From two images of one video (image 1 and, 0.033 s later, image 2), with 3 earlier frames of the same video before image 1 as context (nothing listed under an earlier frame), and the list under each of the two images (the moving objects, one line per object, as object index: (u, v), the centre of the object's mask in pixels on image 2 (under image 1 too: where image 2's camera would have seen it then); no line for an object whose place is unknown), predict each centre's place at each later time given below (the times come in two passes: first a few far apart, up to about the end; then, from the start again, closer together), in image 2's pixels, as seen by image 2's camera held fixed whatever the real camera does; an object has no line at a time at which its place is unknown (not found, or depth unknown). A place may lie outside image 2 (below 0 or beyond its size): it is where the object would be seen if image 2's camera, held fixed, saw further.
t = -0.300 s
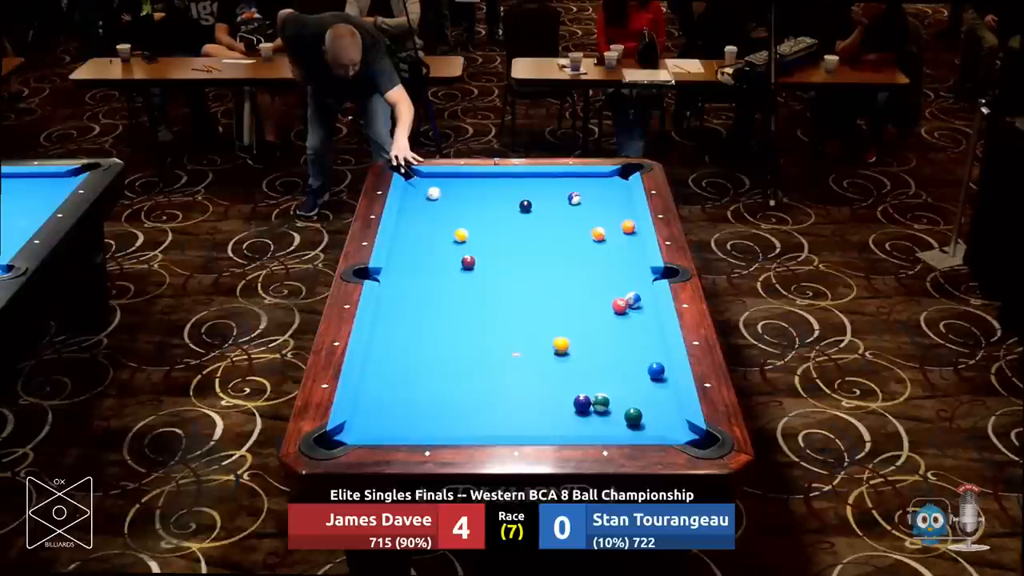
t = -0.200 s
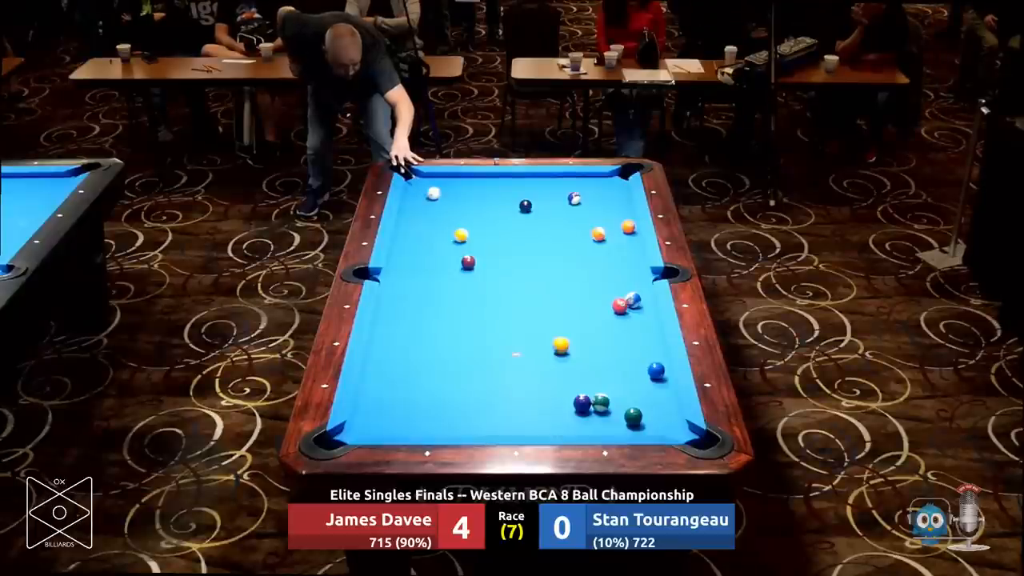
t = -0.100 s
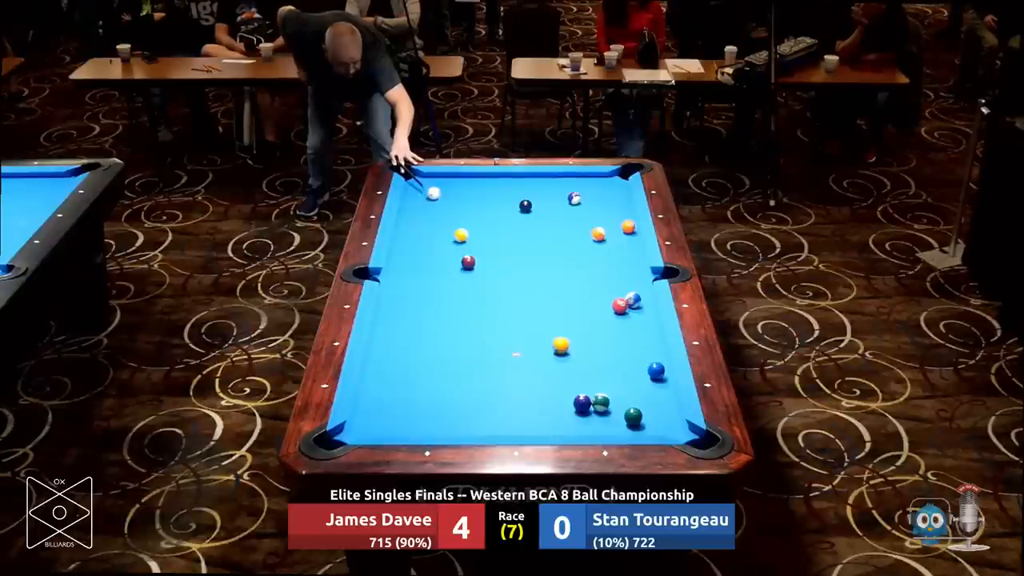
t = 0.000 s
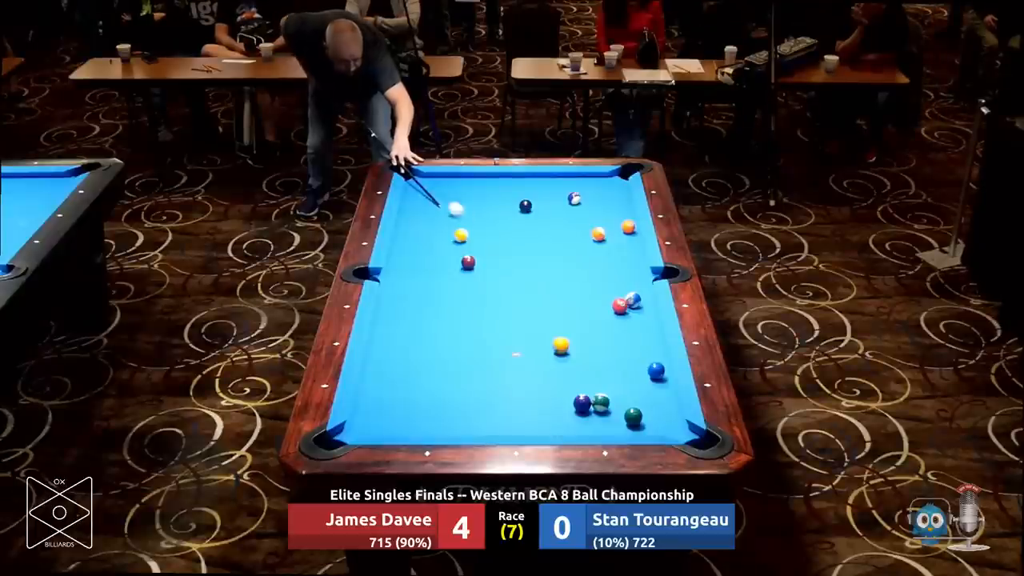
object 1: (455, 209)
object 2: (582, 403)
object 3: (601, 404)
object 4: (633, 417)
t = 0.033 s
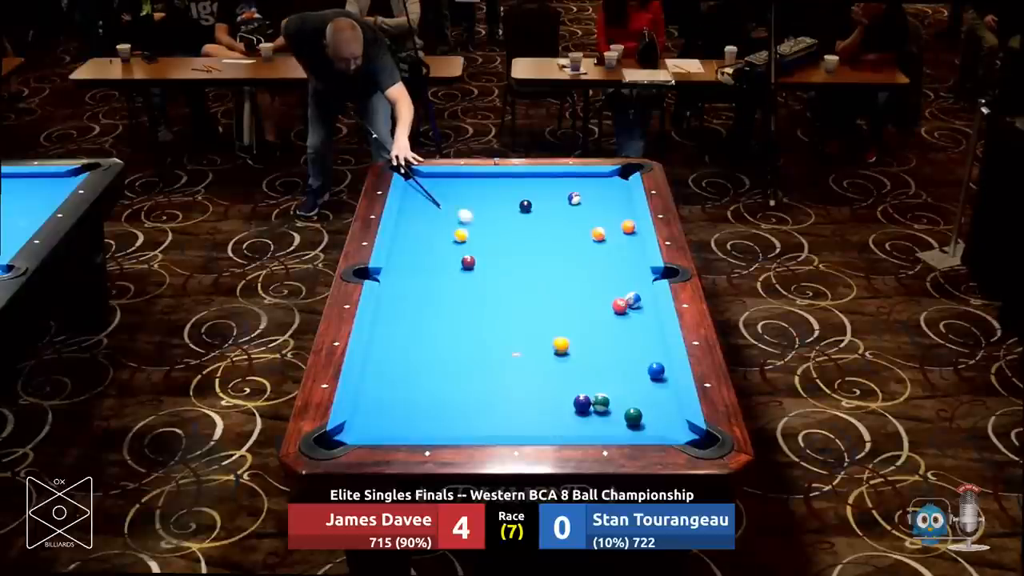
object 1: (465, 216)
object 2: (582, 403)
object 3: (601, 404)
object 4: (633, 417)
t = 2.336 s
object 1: (598, 427)
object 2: (500, 407)
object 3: (590, 412)
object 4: (666, 430)
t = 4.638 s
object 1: (578, 421)
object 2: (418, 410)
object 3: (590, 411)
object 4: (676, 431)
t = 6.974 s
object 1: (578, 421)
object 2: (418, 410)
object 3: (591, 411)
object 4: (676, 431)
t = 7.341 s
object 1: (578, 421)
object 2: (418, 410)
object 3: (591, 411)
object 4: (676, 431)
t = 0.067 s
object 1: (474, 222)
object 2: (582, 403)
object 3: (601, 404)
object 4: (633, 417)
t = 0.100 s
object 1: (482, 229)
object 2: (582, 403)
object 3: (601, 404)
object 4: (633, 417)
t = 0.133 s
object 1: (491, 236)
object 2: (582, 403)
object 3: (601, 404)
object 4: (633, 417)
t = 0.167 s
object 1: (500, 242)
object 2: (582, 403)
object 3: (601, 404)
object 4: (633, 417)
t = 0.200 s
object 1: (508, 249)
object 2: (582, 403)
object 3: (601, 404)
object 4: (633, 417)
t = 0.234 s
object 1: (516, 255)
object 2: (582, 403)
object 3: (601, 404)
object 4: (633, 417)
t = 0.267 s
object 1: (525, 261)
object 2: (582, 403)
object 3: (601, 404)
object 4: (633, 417)
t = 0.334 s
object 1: (540, 273)
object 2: (582, 403)
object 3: (601, 404)
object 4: (633, 417)
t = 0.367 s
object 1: (548, 279)
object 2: (582, 403)
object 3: (601, 404)
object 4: (633, 417)
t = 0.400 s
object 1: (555, 285)
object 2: (582, 403)
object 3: (601, 404)
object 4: (633, 417)
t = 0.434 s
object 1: (563, 291)
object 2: (582, 403)
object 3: (601, 404)
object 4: (633, 417)
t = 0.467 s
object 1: (570, 296)
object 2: (582, 403)
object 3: (601, 404)
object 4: (633, 417)
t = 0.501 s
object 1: (578, 303)
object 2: (582, 403)
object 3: (601, 404)
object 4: (633, 417)
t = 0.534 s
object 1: (586, 309)
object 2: (582, 403)
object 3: (601, 404)
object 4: (633, 417)
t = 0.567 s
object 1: (594, 315)
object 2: (582, 403)
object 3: (601, 404)
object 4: (633, 417)
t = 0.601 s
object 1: (602, 321)
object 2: (582, 403)
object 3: (601, 404)
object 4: (633, 417)
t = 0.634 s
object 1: (611, 329)
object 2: (582, 403)
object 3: (601, 404)
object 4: (633, 417)
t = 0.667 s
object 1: (619, 335)
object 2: (582, 403)
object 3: (601, 404)
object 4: (633, 417)
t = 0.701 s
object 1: (628, 342)
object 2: (582, 403)
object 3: (601, 404)
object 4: (633, 417)
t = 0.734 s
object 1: (637, 349)
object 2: (582, 403)
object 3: (601, 404)
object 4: (633, 417)
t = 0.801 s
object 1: (655, 359)
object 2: (582, 403)
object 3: (601, 404)
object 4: (633, 417)
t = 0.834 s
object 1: (661, 359)
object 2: (582, 403)
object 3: (601, 404)
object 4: (633, 417)
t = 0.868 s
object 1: (660, 362)
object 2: (582, 403)
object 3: (601, 404)
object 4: (633, 417)
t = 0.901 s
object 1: (656, 364)
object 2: (582, 403)
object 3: (601, 404)
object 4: (633, 417)
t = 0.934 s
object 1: (653, 368)
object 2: (582, 403)
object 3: (601, 404)
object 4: (633, 417)
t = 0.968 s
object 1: (649, 369)
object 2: (582, 403)
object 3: (601, 404)
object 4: (633, 417)
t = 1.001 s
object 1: (646, 373)
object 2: (582, 403)
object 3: (601, 404)
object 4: (633, 417)
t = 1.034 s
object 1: (643, 375)
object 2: (582, 403)
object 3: (601, 404)
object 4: (633, 417)
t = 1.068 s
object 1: (640, 378)
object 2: (582, 403)
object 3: (601, 404)
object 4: (633, 417)
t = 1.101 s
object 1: (637, 381)
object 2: (582, 403)
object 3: (601, 404)
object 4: (633, 417)
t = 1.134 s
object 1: (635, 384)
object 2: (582, 403)
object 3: (601, 404)
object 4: (633, 417)
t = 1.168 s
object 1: (632, 386)
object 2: (582, 403)
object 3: (601, 404)
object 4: (633, 417)
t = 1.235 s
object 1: (626, 392)
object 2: (582, 403)
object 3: (601, 404)
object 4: (633, 417)
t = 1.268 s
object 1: (623, 395)
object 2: (582, 403)
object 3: (601, 404)
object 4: (633, 417)
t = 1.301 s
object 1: (620, 397)
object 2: (582, 403)
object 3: (601, 404)
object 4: (633, 417)
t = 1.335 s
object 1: (619, 400)
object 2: (580, 403)
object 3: (600, 404)
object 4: (633, 417)
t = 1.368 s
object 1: (619, 402)
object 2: (577, 404)
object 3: (600, 404)
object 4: (633, 417)
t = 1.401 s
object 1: (619, 404)
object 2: (574, 404)
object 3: (600, 405)
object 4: (633, 417)
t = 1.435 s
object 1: (620, 406)
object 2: (571, 404)
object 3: (600, 406)
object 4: (634, 417)
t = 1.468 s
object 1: (619, 409)
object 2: (568, 404)
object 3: (599, 406)
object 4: (634, 417)
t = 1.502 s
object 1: (618, 410)
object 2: (565, 404)
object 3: (599, 407)
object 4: (636, 418)
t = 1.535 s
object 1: (617, 411)
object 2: (562, 404)
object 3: (598, 408)
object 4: (637, 419)
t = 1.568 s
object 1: (616, 412)
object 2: (559, 404)
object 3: (597, 409)
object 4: (639, 420)
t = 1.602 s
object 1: (615, 414)
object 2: (556, 404)
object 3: (597, 410)
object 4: (640, 421)
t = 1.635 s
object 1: (615, 415)
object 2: (554, 404)
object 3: (596, 411)
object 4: (641, 421)
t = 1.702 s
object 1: (613, 417)
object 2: (548, 405)
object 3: (595, 412)
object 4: (644, 422)
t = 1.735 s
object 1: (613, 418)
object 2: (545, 405)
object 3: (596, 413)
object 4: (645, 423)
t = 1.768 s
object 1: (612, 419)
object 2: (543, 405)
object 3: (596, 413)
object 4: (647, 424)
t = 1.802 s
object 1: (611, 420)
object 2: (540, 405)
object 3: (596, 413)
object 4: (648, 423)
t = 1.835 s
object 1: (611, 422)
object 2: (537, 405)
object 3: (596, 414)
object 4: (649, 424)
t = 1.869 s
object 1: (610, 423)
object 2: (535, 405)
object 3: (594, 409)
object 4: (650, 425)
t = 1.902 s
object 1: (610, 424)
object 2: (532, 406)
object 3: (594, 410)
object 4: (652, 426)
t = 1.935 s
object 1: (609, 425)
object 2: (529, 406)
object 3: (594, 410)
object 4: (653, 426)
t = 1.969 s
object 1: (608, 425)
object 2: (527, 406)
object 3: (593, 410)
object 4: (654, 426)
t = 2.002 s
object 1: (608, 426)
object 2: (524, 406)
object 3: (593, 410)
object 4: (655, 427)
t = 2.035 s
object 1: (607, 427)
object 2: (522, 406)
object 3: (593, 411)
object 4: (656, 427)
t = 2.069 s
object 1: (606, 427)
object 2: (519, 406)
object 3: (592, 411)
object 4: (657, 428)
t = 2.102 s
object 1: (606, 428)
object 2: (517, 406)
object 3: (592, 411)
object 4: (659, 428)
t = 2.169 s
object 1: (604, 428)
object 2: (512, 406)
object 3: (592, 411)
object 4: (661, 428)
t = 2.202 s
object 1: (603, 428)
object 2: (510, 406)
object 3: (591, 412)
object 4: (662, 429)
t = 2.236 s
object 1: (601, 427)
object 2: (507, 406)
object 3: (591, 412)
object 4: (663, 429)
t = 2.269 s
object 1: (601, 427)
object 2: (505, 407)
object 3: (591, 412)
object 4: (664, 430)
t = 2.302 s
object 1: (600, 427)
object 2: (502, 407)
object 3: (591, 412)
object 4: (665, 430)
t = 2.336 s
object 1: (598, 427)
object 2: (500, 407)
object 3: (590, 412)
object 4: (666, 430)
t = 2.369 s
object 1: (597, 426)
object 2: (498, 407)
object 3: (590, 412)
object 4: (667, 430)
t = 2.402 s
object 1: (597, 426)
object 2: (496, 407)
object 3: (590, 412)
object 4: (668, 430)
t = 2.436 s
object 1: (596, 426)
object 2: (494, 407)
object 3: (589, 412)
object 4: (668, 430)
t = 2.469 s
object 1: (595, 426)
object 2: (492, 407)
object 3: (589, 411)
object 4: (669, 430)
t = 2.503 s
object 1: (594, 425)
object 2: (490, 407)
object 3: (589, 411)
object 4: (670, 430)
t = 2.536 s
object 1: (593, 425)
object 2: (488, 407)
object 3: (589, 411)
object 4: (671, 431)
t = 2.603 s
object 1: (591, 425)
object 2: (483, 407)
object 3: (590, 410)
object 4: (672, 431)
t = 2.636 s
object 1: (590, 425)
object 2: (482, 407)
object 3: (590, 410)
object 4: (672, 431)
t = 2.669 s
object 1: (589, 424)
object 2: (480, 407)
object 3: (590, 410)
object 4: (673, 431)
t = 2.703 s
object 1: (589, 424)
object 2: (478, 407)
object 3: (590, 410)
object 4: (673, 431)
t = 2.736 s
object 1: (588, 424)
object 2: (476, 407)
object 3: (590, 410)
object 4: (674, 431)
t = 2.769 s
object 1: (587, 424)
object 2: (474, 407)
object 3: (590, 410)
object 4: (674, 431)
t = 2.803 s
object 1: (586, 424)
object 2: (472, 408)
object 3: (590, 410)
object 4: (674, 431)
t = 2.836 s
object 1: (586, 423)
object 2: (470, 408)
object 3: (591, 410)
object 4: (675, 431)
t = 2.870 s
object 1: (585, 423)
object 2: (469, 408)
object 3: (591, 409)
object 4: (675, 431)
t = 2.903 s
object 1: (585, 423)
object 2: (467, 408)
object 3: (591, 411)
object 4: (676, 431)
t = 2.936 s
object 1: (584, 423)
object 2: (465, 408)
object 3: (591, 410)
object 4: (676, 431)
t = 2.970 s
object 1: (584, 423)
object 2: (463, 408)
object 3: (591, 409)
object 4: (676, 431)
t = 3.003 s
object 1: (583, 423)
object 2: (462, 408)
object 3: (591, 410)
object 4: (676, 431)
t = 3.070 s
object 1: (582, 423)
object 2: (458, 408)
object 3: (591, 411)
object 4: (677, 431)
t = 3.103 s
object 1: (581, 422)
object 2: (457, 408)
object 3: (591, 410)
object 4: (677, 431)
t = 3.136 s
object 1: (581, 422)
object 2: (455, 408)
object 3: (591, 411)
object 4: (677, 431)
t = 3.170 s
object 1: (580, 422)
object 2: (454, 409)
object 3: (591, 411)
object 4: (677, 431)
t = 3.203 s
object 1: (580, 422)
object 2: (452, 409)
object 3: (591, 411)
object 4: (677, 431)
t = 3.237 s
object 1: (580, 422)
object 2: (451, 409)
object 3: (591, 411)
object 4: (677, 431)
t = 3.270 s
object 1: (579, 422)
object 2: (449, 409)
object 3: (591, 411)
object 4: (677, 431)
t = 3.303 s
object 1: (579, 422)
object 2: (448, 409)
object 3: (591, 411)
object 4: (677, 431)
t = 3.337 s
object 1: (579, 422)
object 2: (446, 409)
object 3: (591, 411)
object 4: (677, 431)
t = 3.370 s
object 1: (579, 422)
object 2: (445, 409)
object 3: (591, 411)
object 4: (677, 431)
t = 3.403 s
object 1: (578, 421)
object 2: (444, 409)
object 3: (590, 410)
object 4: (677, 431)
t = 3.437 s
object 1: (578, 421)
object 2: (442, 409)
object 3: (590, 410)
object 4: (677, 431)
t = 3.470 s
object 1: (578, 421)
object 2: (441, 409)
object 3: (590, 410)
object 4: (677, 431)
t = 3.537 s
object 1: (578, 421)
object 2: (439, 409)
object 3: (590, 411)
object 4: (677, 431)
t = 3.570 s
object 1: (578, 421)
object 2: (438, 409)
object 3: (590, 411)
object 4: (677, 431)
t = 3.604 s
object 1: (578, 421)
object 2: (437, 409)
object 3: (590, 410)
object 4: (677, 431)
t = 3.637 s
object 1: (578, 421)
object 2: (436, 409)
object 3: (590, 410)
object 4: (677, 431)
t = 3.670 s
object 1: (578, 421)
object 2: (435, 409)
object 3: (590, 411)
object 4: (677, 431)
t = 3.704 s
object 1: (578, 421)
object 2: (434, 409)
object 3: (590, 411)
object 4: (677, 431)
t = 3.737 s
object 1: (578, 421)
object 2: (433, 409)
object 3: (590, 411)
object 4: (677, 431)
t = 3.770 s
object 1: (578, 421)
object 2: (432, 409)
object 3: (590, 411)
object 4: (677, 431)
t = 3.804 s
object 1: (578, 421)
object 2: (431, 409)
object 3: (590, 410)
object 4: (676, 431)
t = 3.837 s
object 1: (578, 421)
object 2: (430, 409)
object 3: (590, 411)
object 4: (676, 431)
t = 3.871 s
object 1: (578, 421)
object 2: (429, 409)
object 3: (590, 411)
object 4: (676, 431)
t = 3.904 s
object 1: (578, 421)
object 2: (428, 409)
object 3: (590, 411)
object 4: (676, 431)
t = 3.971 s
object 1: (578, 421)
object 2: (427, 409)
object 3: (590, 411)
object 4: (676, 431)
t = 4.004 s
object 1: (578, 421)
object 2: (426, 409)
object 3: (590, 411)
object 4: (676, 431)
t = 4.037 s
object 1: (578, 421)
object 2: (425, 409)
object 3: (590, 411)
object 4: (676, 431)
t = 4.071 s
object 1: (578, 421)
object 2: (424, 409)
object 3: (590, 411)
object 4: (676, 431)
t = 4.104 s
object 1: (578, 421)
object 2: (424, 409)
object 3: (590, 411)
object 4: (676, 431)
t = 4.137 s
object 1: (578, 421)
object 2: (423, 409)
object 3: (590, 411)
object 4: (676, 431)
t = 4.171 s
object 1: (578, 421)
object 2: (423, 409)
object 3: (590, 411)
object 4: (676, 431)
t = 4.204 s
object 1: (578, 421)
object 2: (422, 410)
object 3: (590, 411)
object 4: (676, 431)
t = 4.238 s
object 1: (578, 421)
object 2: (422, 409)
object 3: (590, 411)
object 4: (676, 431)
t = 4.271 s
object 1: (578, 421)
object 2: (421, 409)
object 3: (590, 411)
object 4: (676, 431)
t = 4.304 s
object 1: (578, 421)
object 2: (421, 409)
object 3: (590, 411)
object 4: (676, 431)
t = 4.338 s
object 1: (578, 421)
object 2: (420, 409)
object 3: (590, 411)
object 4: (676, 431)
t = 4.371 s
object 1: (578, 421)
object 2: (420, 409)
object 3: (590, 411)
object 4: (676, 431)
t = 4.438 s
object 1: (578, 421)
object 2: (419, 409)
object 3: (590, 411)
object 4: (676, 431)
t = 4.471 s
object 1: (578, 421)
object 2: (419, 409)
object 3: (590, 411)
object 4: (676, 431)
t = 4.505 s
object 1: (578, 421)
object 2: (418, 409)
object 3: (590, 411)
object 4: (676, 431)
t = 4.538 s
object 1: (578, 421)
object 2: (418, 409)
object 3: (590, 411)
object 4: (676, 431)
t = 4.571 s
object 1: (578, 421)
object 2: (418, 409)
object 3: (590, 411)
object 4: (676, 431)
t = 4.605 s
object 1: (578, 421)
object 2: (418, 409)
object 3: (590, 411)
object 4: (676, 431)
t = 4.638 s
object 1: (578, 421)
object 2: (418, 410)
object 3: (590, 411)
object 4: (676, 431)
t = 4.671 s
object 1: (578, 421)
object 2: (417, 410)
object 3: (590, 411)
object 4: (676, 431)
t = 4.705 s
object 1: (578, 421)
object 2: (417, 410)
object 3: (590, 411)
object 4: (676, 431)
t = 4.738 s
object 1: (578, 421)
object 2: (417, 410)
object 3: (591, 411)
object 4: (676, 431)
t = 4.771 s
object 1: (578, 421)
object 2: (417, 410)
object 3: (591, 411)
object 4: (676, 431)
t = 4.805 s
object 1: (578, 421)
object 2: (417, 409)
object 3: (590, 411)
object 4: (676, 431)
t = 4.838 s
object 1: (578, 421)
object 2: (417, 410)
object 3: (591, 411)
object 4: (676, 431)
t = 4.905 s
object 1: (578, 421)
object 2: (417, 410)
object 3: (591, 411)
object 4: (676, 431)
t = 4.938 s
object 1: (578, 421)
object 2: (417, 410)
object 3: (591, 411)
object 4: (676, 431)
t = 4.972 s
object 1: (578, 421)
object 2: (418, 410)
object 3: (591, 411)
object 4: (676, 431)
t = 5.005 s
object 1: (578, 421)
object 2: (418, 410)
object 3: (591, 411)
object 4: (676, 431)
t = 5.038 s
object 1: (578, 421)
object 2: (418, 410)
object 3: (591, 411)
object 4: (676, 431)
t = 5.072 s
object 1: (578, 421)
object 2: (418, 410)
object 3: (591, 411)
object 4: (676, 431)
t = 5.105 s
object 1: (578, 421)
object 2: (418, 410)
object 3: (591, 411)
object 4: (676, 431)
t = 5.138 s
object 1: (578, 421)
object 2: (418, 410)
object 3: (590, 411)
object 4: (676, 431)
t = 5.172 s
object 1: (578, 421)
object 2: (418, 410)
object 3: (591, 411)
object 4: (676, 431)
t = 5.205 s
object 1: (578, 421)
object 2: (418, 410)
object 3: (591, 411)
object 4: (676, 431)
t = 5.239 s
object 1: (578, 421)
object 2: (418, 410)
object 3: (591, 411)
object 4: (676, 431)
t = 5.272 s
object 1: (578, 421)
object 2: (418, 410)
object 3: (591, 411)
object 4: (676, 431)
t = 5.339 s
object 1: (578, 421)
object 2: (418, 410)
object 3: (591, 411)
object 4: (676, 431)
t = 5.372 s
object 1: (578, 421)
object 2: (418, 410)
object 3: (591, 411)
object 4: (676, 431)
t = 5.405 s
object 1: (578, 421)
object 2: (418, 410)
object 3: (591, 411)
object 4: (676, 431)
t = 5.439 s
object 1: (578, 421)
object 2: (418, 410)
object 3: (591, 411)
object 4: (676, 431)
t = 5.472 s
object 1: (578, 421)
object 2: (418, 410)
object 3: (591, 411)
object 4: (676, 431)
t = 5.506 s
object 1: (578, 421)
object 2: (418, 410)
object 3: (591, 411)
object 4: (676, 431)
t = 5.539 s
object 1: (578, 421)
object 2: (418, 410)
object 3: (591, 411)
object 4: (676, 431)
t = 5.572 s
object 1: (578, 421)
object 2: (418, 410)
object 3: (591, 411)
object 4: (676, 431)
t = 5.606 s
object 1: (578, 421)
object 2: (418, 410)
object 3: (591, 411)
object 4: (676, 431)
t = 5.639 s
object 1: (578, 421)
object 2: (418, 410)
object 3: (591, 411)
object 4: (676, 431)
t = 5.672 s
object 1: (578, 421)
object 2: (418, 410)
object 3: (591, 411)
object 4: (676, 431)
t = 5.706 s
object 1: (578, 421)
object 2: (418, 410)
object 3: (591, 411)
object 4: (676, 431)
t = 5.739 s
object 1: (578, 421)
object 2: (418, 410)
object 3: (591, 411)
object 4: (676, 431)
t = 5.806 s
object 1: (578, 421)
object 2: (418, 410)
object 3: (591, 411)
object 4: (676, 431)
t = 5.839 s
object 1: (578, 421)
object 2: (418, 410)
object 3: (591, 411)
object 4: (676, 431)
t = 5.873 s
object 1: (578, 421)
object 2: (418, 410)
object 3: (591, 411)
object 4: (676, 431)
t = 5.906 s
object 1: (578, 421)
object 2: (418, 410)
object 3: (591, 411)
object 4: (676, 431)
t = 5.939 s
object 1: (578, 421)
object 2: (418, 410)
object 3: (591, 411)
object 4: (676, 431)
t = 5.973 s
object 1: (578, 421)
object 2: (418, 410)
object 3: (591, 411)
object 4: (676, 431)
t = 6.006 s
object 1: (578, 421)
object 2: (418, 410)
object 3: (591, 411)
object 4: (676, 431)
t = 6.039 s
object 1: (578, 421)
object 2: (418, 410)
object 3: (591, 411)
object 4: (676, 431)
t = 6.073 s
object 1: (578, 421)
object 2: (418, 410)
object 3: (591, 411)
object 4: (676, 431)
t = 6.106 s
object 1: (578, 421)
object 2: (418, 410)
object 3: (591, 411)
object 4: (676, 431)
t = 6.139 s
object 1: (578, 421)
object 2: (418, 410)
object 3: (591, 411)
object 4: (676, 431)
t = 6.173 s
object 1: (578, 421)
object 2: (418, 410)
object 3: (591, 411)
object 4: (676, 431)
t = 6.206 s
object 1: (578, 421)
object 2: (418, 410)
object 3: (591, 411)
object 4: (676, 431)
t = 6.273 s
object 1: (578, 421)
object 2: (418, 410)
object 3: (591, 411)
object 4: (676, 431)
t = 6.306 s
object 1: (578, 421)
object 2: (418, 410)
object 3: (591, 411)
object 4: (676, 431)
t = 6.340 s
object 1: (578, 421)
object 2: (418, 410)
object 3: (591, 411)
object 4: (676, 431)
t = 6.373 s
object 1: (578, 421)
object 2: (418, 410)
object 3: (591, 411)
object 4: (676, 431)
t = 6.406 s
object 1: (578, 421)
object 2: (418, 410)
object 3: (591, 411)
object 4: (676, 431)
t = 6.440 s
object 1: (578, 421)
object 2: (418, 410)
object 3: (591, 411)
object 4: (676, 431)
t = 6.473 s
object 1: (578, 421)
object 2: (418, 410)
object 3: (591, 411)
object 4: (676, 431)
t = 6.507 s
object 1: (578, 421)
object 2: (418, 410)
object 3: (591, 411)
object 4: (676, 431)
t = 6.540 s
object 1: (578, 421)
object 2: (418, 410)
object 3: (591, 411)
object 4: (676, 431)
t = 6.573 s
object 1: (578, 421)
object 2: (418, 410)
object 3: (591, 411)
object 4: (676, 431)
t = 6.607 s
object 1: (578, 421)
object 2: (418, 410)
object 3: (591, 411)
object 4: (676, 431)
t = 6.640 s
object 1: (578, 421)
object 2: (418, 410)
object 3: (591, 411)
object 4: (676, 431)
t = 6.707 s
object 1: (578, 421)
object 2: (418, 410)
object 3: (591, 411)
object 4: (676, 431)
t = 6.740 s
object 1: (578, 421)
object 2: (418, 410)
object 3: (591, 411)
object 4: (676, 431)
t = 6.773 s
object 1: (578, 421)
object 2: (418, 410)
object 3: (591, 411)
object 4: (676, 431)
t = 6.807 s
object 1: (578, 421)
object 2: (418, 410)
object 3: (591, 411)
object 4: (676, 431)
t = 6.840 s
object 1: (578, 421)
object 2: (418, 410)
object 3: (591, 411)
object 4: (676, 431)
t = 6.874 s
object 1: (578, 421)
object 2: (418, 410)
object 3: (591, 411)
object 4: (676, 431)
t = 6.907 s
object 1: (578, 421)
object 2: (418, 410)
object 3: (591, 411)
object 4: (676, 431)
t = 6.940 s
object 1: (578, 421)
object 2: (418, 410)
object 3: (591, 411)
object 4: (676, 431)
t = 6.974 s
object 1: (578, 421)
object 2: (418, 410)
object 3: (591, 411)
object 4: (676, 431)
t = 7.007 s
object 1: (578, 421)
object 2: (418, 410)
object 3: (591, 411)
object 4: (676, 431)
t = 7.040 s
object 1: (578, 421)
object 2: (418, 410)
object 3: (591, 411)
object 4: (676, 431)
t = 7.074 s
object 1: (578, 421)
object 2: (418, 410)
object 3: (591, 411)
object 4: (676, 431)
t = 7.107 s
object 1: (578, 421)
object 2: (418, 410)
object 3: (591, 411)
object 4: (676, 431)
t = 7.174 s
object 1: (578, 421)
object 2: (418, 410)
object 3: (591, 411)
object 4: (676, 431)
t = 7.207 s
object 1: (578, 421)
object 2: (418, 410)
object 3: (591, 411)
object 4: (676, 431)
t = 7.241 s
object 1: (578, 421)
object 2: (418, 410)
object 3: (591, 411)
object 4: (676, 431)
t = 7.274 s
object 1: (578, 421)
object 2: (418, 410)
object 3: (591, 411)
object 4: (676, 431)
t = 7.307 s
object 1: (578, 421)
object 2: (418, 410)
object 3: (591, 411)
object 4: (676, 431)
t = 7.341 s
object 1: (578, 421)
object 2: (418, 410)
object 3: (591, 411)
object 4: (676, 431)
